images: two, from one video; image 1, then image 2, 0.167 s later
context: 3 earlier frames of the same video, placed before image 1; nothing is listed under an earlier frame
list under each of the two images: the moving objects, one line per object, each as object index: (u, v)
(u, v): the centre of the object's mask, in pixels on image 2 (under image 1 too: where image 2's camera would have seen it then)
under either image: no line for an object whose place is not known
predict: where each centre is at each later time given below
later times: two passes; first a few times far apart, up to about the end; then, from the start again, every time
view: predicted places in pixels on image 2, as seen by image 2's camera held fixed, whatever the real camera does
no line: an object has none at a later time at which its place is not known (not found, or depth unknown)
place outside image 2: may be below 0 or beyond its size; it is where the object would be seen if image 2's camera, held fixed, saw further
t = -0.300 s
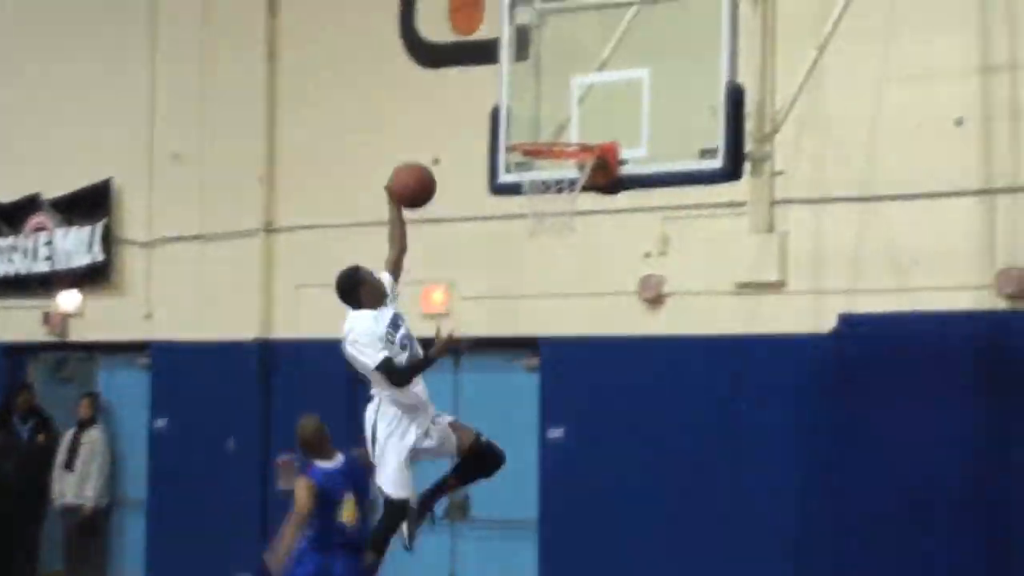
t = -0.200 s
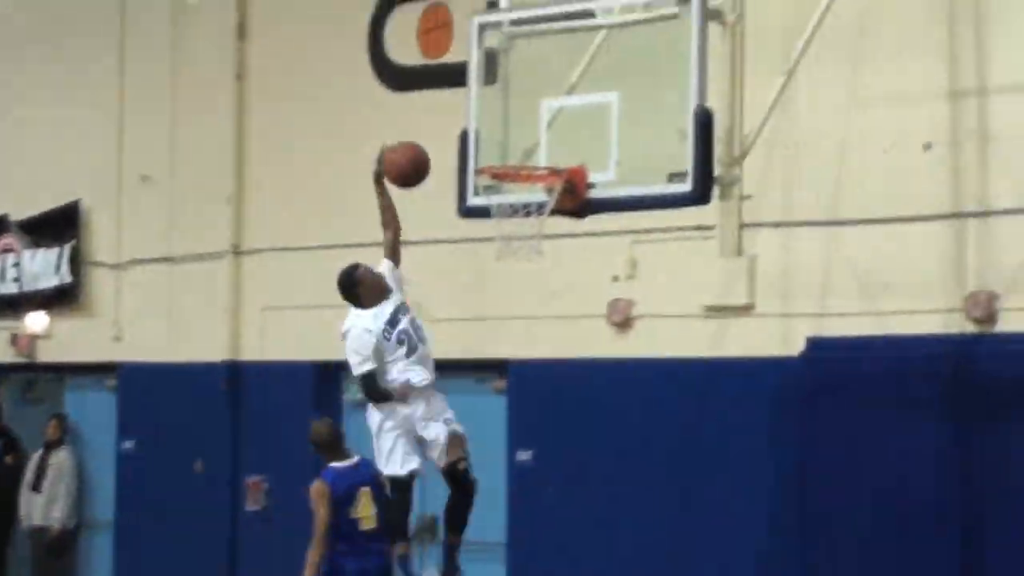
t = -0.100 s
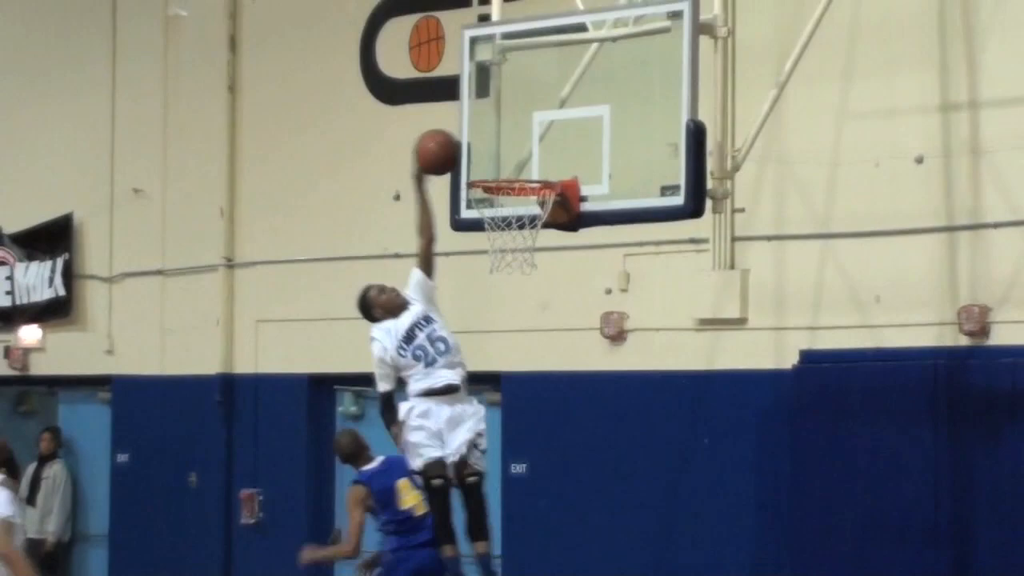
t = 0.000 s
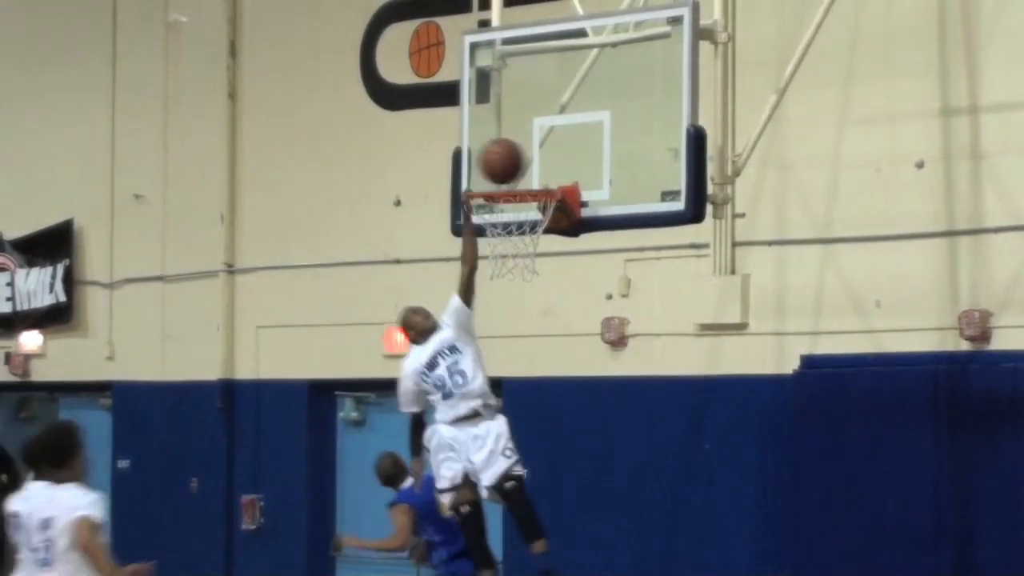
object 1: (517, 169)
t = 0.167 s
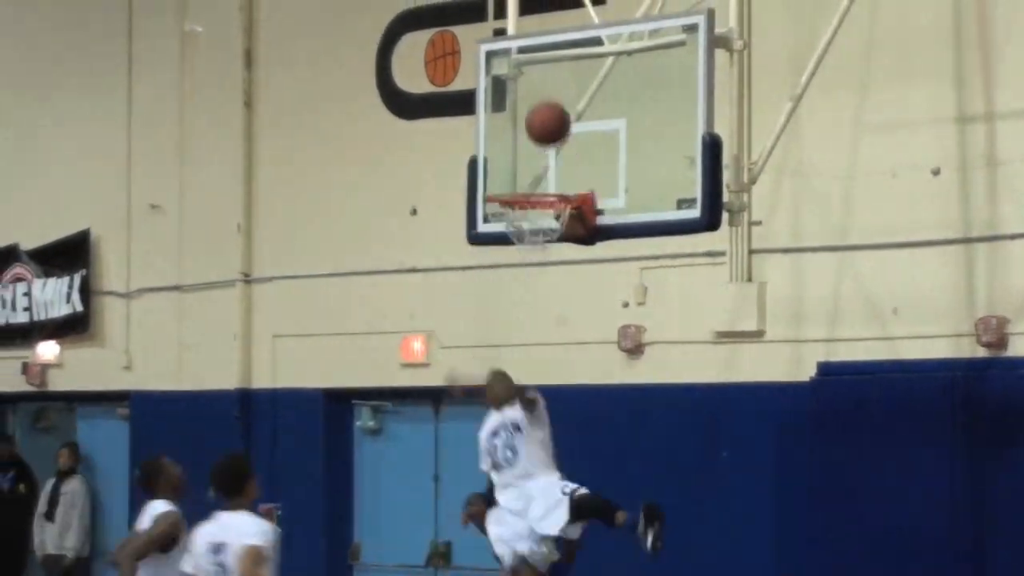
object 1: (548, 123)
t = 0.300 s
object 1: (525, 71)
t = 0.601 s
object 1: (473, 70)
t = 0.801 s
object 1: (438, 159)
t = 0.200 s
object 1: (542, 106)
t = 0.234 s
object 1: (536, 92)
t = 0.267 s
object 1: (531, 81)
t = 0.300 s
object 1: (525, 71)
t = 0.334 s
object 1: (519, 61)
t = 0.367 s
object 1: (514, 56)
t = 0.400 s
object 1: (508, 52)
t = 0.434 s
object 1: (502, 50)
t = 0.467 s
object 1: (496, 50)
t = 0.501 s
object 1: (491, 51)
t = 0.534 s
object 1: (485, 55)
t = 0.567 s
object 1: (479, 62)
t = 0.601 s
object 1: (473, 70)
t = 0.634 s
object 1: (468, 80)
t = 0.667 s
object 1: (462, 90)
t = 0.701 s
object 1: (456, 106)
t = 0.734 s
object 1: (450, 120)
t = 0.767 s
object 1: (444, 140)
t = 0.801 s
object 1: (438, 159)
